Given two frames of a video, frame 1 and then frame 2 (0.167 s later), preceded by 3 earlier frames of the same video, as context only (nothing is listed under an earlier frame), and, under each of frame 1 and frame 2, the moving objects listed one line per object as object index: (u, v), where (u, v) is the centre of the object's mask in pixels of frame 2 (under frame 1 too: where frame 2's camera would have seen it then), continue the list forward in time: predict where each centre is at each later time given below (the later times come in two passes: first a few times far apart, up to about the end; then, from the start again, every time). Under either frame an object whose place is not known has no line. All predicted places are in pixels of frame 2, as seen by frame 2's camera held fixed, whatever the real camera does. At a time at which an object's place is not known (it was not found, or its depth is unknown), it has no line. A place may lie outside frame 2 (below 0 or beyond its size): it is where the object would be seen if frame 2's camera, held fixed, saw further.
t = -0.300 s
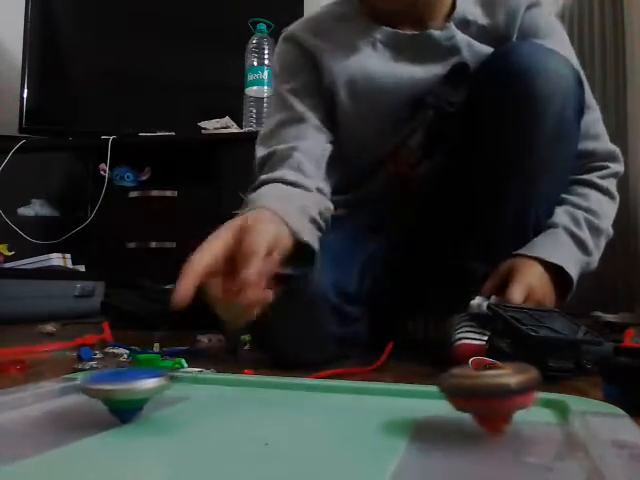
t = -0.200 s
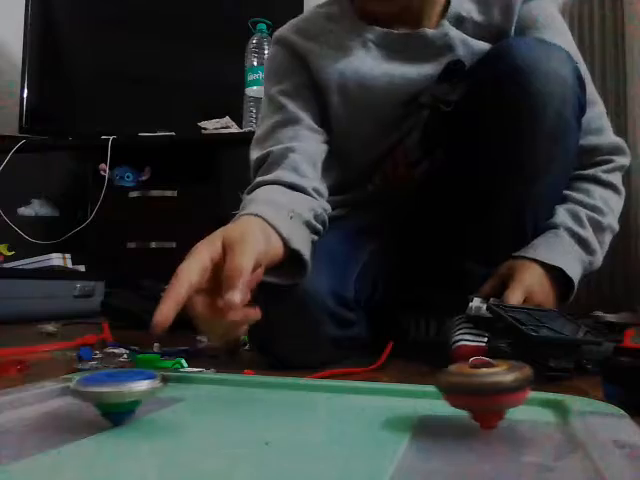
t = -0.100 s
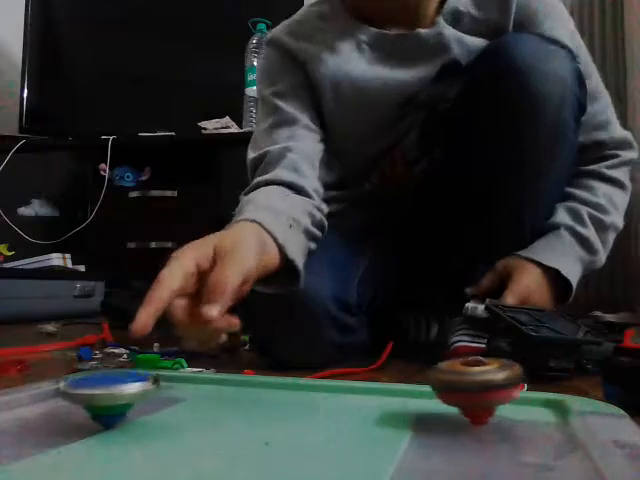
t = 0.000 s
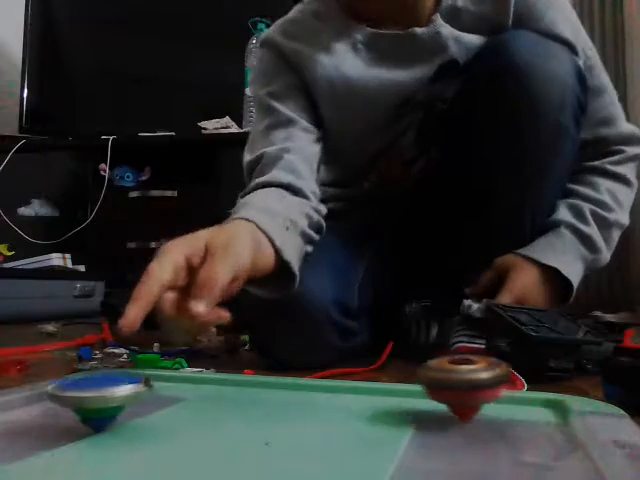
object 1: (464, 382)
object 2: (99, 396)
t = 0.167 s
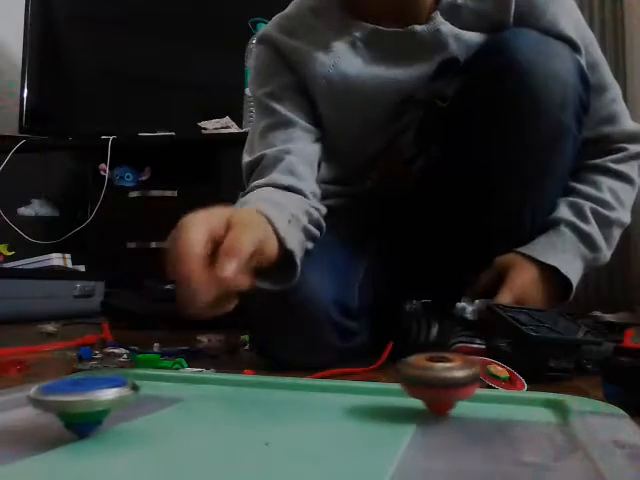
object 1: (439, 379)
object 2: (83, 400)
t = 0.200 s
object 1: (434, 378)
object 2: (80, 401)
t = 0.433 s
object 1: (398, 378)
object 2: (58, 407)
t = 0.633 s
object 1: (366, 381)
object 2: (45, 411)
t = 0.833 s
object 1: (341, 389)
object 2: (38, 414)
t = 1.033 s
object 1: (323, 399)
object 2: (36, 416)
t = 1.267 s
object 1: (316, 410)
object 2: (36, 417)
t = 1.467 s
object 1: (321, 417)
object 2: (37, 416)
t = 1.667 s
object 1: (334, 420)
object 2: (41, 414)
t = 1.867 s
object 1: (346, 419)
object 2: (47, 411)
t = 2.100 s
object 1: (349, 417)
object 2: (55, 408)
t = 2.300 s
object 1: (344, 411)
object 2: (66, 405)
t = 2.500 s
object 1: (324, 407)
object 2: (75, 402)
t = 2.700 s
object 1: (294, 403)
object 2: (86, 400)
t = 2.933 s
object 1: (253, 401)
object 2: (100, 396)
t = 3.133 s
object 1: (218, 401)
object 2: (113, 393)
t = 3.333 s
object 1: (198, 403)
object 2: (116, 391)
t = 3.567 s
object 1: (192, 405)
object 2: (119, 390)
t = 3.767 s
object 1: (196, 406)
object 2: (123, 389)
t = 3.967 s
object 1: (206, 406)
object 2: (126, 388)
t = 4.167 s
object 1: (221, 404)
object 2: (129, 388)
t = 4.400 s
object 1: (237, 399)
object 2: (127, 389)
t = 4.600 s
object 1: (247, 394)
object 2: (125, 390)
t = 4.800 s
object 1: (246, 391)
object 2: (119, 391)
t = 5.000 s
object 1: (240, 391)
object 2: (112, 393)
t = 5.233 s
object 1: (232, 392)
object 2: (102, 396)
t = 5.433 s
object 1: (227, 394)
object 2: (95, 397)
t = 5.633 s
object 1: (230, 397)
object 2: (88, 399)
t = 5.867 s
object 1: (245, 400)
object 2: (80, 402)
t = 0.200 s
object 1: (434, 378)
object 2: (80, 401)
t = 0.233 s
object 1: (428, 378)
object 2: (77, 401)
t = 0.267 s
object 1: (423, 378)
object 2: (73, 403)
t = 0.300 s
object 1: (420, 378)
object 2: (69, 404)
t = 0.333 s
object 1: (414, 378)
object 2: (65, 405)
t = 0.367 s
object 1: (409, 378)
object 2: (62, 405)
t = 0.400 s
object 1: (404, 378)
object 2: (59, 406)
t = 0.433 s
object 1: (398, 378)
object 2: (58, 407)
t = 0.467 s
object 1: (393, 378)
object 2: (54, 407)
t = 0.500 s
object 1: (388, 379)
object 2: (52, 408)
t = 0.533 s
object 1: (382, 379)
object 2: (50, 409)
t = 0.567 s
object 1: (377, 380)
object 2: (48, 410)
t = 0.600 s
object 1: (371, 381)
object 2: (47, 411)
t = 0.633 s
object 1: (366, 381)
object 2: (45, 411)
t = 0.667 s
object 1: (362, 382)
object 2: (44, 412)
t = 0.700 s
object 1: (357, 384)
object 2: (43, 412)
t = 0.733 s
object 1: (353, 385)
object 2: (41, 413)
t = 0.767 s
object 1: (349, 386)
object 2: (40, 414)
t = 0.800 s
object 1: (345, 388)
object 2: (39, 414)
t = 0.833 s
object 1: (341, 389)
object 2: (38, 414)
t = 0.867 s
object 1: (337, 391)
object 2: (38, 415)
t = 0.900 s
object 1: (334, 392)
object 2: (38, 415)
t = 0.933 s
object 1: (331, 393)
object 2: (37, 415)
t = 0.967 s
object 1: (328, 395)
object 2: (37, 415)
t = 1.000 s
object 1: (325, 397)
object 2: (37, 415)
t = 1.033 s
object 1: (323, 399)
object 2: (36, 416)
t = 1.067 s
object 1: (321, 400)
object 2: (36, 416)
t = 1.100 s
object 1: (320, 402)
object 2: (36, 416)
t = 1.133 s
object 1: (319, 404)
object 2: (36, 416)
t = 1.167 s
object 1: (318, 405)
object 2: (36, 416)
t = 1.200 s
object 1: (317, 407)
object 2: (36, 417)
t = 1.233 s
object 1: (316, 409)
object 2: (36, 417)
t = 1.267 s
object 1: (316, 410)
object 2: (36, 417)
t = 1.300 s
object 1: (316, 411)
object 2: (36, 417)
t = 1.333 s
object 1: (316, 413)
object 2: (36, 417)
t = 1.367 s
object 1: (317, 414)
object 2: (36, 416)
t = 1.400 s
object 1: (318, 415)
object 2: (37, 416)
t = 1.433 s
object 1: (319, 416)
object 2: (37, 416)
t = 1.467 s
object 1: (321, 417)
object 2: (37, 416)
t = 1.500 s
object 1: (323, 418)
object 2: (38, 416)
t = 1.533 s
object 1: (325, 418)
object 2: (38, 415)
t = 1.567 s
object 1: (327, 419)
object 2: (39, 415)
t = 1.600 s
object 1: (329, 419)
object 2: (40, 415)
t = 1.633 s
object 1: (331, 419)
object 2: (41, 414)
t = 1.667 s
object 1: (334, 420)
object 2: (41, 414)
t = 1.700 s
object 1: (336, 420)
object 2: (42, 414)
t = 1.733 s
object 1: (338, 420)
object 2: (43, 413)
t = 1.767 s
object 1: (340, 420)
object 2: (44, 413)
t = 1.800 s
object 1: (342, 420)
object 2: (45, 412)
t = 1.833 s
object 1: (344, 420)
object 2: (47, 412)
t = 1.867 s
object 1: (346, 419)
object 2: (47, 411)
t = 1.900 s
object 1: (347, 419)
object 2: (48, 411)
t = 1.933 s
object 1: (348, 419)
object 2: (49, 411)
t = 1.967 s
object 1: (349, 419)
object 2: (50, 410)
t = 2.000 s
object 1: (350, 418)
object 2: (51, 410)
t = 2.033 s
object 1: (350, 418)
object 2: (53, 408)
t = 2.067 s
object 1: (350, 417)
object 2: (54, 408)
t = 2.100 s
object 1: (349, 417)
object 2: (55, 408)
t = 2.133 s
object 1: (350, 415)
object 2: (57, 407)
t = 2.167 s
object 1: (349, 414)
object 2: (58, 407)
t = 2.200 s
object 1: (349, 413)
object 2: (60, 406)
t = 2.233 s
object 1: (348, 413)
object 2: (62, 406)
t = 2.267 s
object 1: (346, 412)
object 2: (64, 405)
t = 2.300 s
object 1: (344, 411)
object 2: (66, 405)
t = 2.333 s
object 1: (342, 411)
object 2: (67, 405)
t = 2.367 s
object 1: (339, 410)
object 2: (69, 404)
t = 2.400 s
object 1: (336, 409)
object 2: (71, 404)
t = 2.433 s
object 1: (332, 408)
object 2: (73, 403)
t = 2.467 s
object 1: (328, 407)
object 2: (74, 403)
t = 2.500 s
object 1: (324, 407)
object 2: (75, 402)
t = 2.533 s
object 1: (320, 406)
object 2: (78, 402)
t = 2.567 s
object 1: (315, 405)
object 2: (79, 402)
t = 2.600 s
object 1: (310, 405)
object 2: (82, 401)
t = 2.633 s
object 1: (305, 404)
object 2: (83, 401)
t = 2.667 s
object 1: (300, 404)
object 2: (84, 400)
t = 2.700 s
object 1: (294, 403)
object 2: (86, 400)
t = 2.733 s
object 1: (288, 403)
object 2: (88, 399)
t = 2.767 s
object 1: (282, 402)
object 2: (89, 399)
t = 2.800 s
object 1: (277, 402)
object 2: (91, 398)
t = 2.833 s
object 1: (271, 402)
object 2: (93, 398)
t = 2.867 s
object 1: (265, 402)
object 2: (95, 398)
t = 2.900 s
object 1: (259, 402)
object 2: (98, 397)
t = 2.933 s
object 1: (253, 401)
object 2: (100, 396)
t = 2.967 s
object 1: (247, 401)
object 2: (102, 396)
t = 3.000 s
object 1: (239, 401)
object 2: (104, 395)
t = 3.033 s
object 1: (233, 401)
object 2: (106, 395)
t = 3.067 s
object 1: (227, 401)
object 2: (108, 394)
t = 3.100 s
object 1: (222, 401)
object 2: (110, 393)
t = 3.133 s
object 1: (218, 401)
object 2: (113, 393)
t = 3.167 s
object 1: (214, 401)
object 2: (113, 392)
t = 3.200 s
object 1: (210, 401)
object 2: (114, 393)
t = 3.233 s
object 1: (206, 402)
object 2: (115, 392)
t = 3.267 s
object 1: (203, 402)
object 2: (115, 392)
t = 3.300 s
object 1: (200, 402)
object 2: (116, 392)
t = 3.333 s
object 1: (198, 403)
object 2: (116, 391)
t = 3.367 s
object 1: (196, 403)
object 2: (117, 391)
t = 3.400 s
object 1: (194, 404)
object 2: (117, 391)
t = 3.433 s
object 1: (193, 404)
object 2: (117, 390)
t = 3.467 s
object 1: (192, 405)
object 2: (118, 390)
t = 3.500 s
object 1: (192, 405)
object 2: (118, 390)
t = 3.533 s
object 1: (192, 405)
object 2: (119, 390)
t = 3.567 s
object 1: (192, 405)
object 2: (119, 390)
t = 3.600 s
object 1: (192, 405)
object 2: (119, 390)
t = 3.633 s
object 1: (193, 405)
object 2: (121, 389)
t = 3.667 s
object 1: (194, 405)
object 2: (121, 389)
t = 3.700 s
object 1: (195, 406)
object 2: (122, 389)
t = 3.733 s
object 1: (196, 406)
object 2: (123, 389)
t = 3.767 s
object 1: (196, 406)
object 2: (123, 389)
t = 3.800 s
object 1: (196, 406)
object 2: (123, 389)
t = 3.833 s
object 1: (198, 406)
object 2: (123, 389)
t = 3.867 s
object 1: (199, 406)
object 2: (123, 389)
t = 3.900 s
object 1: (202, 406)
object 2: (125, 389)
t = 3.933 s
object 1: (204, 406)
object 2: (125, 388)
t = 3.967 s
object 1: (206, 406)
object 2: (126, 388)
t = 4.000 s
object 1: (209, 405)
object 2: (126, 389)
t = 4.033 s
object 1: (211, 405)
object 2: (127, 388)
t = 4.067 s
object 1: (214, 405)
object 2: (127, 388)
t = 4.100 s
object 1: (216, 405)
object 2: (128, 388)
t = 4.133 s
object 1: (218, 404)
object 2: (129, 388)
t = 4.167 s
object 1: (221, 404)
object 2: (129, 388)
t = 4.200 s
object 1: (224, 404)
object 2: (129, 388)
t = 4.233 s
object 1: (227, 403)
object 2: (129, 388)
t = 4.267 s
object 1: (229, 403)
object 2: (129, 388)
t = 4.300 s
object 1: (232, 402)
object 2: (129, 388)
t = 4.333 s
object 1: (234, 401)
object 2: (128, 389)
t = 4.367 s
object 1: (236, 401)
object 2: (128, 389)
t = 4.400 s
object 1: (237, 399)
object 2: (127, 389)
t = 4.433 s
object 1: (240, 399)
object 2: (127, 389)
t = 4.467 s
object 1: (242, 397)
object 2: (127, 389)
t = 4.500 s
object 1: (244, 396)
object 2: (127, 389)
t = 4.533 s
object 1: (245, 396)
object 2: (126, 389)
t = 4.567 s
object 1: (246, 395)
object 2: (125, 389)
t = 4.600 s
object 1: (247, 394)
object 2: (125, 390)
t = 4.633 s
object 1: (248, 394)
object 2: (124, 390)
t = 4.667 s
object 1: (248, 393)
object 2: (123, 390)
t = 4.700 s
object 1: (248, 392)
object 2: (123, 390)
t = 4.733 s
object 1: (247, 392)
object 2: (122, 390)
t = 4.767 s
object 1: (247, 391)
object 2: (120, 391)
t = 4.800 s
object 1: (246, 391)
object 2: (119, 391)
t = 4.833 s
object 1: (245, 391)
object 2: (118, 392)
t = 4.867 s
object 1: (244, 390)
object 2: (117, 392)
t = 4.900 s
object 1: (243, 390)
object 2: (116, 392)
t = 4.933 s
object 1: (242, 390)
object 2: (114, 392)
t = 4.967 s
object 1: (241, 390)
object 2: (114, 393)
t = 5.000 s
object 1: (240, 391)
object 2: (112, 393)
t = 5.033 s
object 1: (238, 391)
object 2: (110, 393)
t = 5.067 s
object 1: (237, 391)
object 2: (109, 394)
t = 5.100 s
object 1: (236, 391)
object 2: (107, 394)
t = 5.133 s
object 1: (235, 391)
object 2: (106, 394)
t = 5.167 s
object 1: (234, 391)
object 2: (105, 395)
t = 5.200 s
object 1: (233, 391)
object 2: (104, 395)
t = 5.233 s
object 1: (232, 392)
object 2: (102, 396)
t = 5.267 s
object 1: (231, 392)
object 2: (101, 396)
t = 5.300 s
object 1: (230, 392)
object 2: (100, 396)
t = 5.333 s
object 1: (230, 393)
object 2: (99, 397)
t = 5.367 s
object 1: (229, 393)
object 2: (97, 397)
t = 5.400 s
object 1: (228, 394)
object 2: (96, 397)
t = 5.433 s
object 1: (227, 394)
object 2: (95, 397)
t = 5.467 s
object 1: (227, 395)
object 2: (93, 398)
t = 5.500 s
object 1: (227, 395)
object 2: (93, 398)
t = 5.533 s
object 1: (227, 395)
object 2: (91, 398)
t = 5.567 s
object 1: (228, 396)
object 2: (90, 399)
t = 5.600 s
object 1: (228, 396)
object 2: (89, 398)
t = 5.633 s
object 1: (230, 397)
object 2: (88, 399)
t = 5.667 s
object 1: (231, 398)
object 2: (86, 400)
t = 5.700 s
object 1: (233, 398)
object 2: (85, 400)
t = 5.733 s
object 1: (235, 398)
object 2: (84, 400)
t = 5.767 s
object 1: (237, 399)
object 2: (82, 401)
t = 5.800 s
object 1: (240, 399)
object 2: (82, 401)
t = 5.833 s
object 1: (242, 400)
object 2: (81, 401)
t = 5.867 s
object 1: (245, 400)
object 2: (80, 402)
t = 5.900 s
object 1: (248, 400)
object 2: (78, 402)
